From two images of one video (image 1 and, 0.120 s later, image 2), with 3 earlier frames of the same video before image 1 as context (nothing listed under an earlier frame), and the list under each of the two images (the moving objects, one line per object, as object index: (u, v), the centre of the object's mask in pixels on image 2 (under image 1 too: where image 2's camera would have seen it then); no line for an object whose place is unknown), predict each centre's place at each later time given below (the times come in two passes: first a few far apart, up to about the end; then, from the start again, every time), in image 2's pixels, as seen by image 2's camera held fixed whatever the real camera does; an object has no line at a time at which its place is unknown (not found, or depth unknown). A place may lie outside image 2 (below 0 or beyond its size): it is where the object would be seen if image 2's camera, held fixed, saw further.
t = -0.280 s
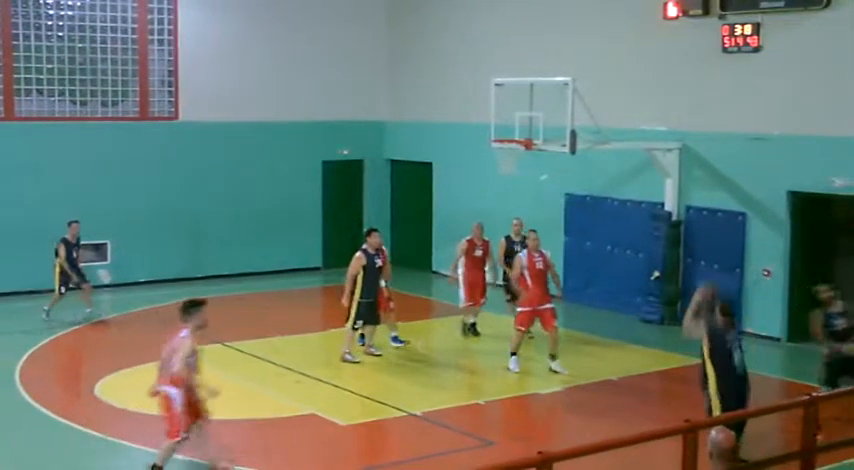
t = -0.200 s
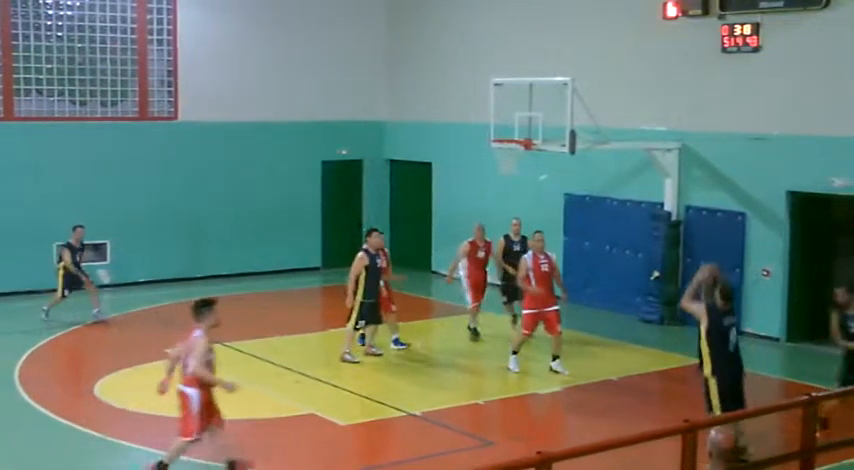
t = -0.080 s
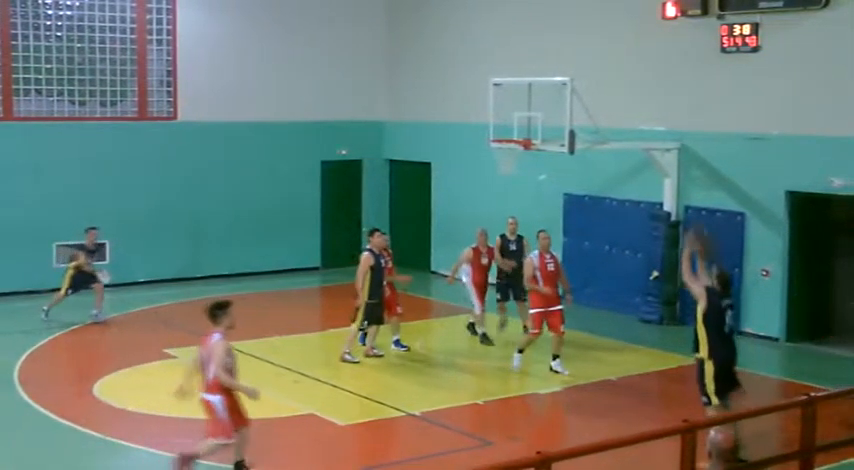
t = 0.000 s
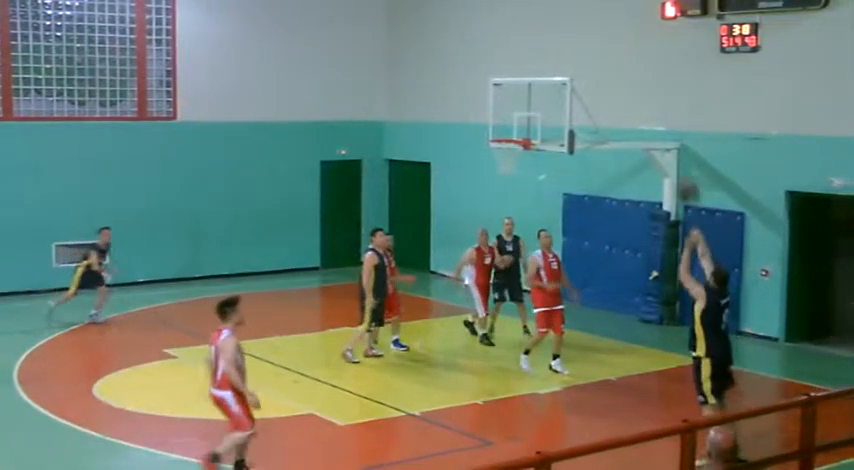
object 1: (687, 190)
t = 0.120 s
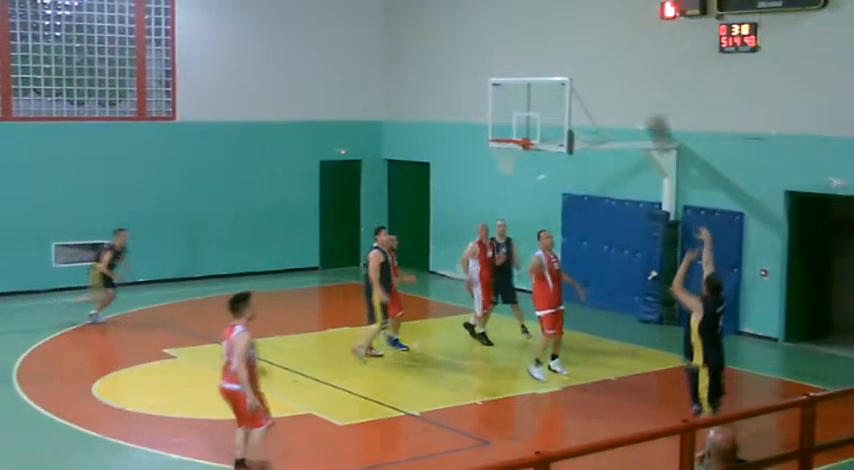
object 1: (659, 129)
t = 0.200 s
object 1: (642, 100)
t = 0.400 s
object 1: (604, 55)
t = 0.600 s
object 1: (570, 47)
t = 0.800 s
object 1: (539, 69)
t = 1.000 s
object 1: (513, 116)
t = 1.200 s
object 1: (496, 111)
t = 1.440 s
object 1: (482, 97)
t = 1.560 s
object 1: (475, 105)
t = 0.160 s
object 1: (649, 113)
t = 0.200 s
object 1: (642, 100)
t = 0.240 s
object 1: (635, 89)
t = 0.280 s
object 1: (627, 77)
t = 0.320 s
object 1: (619, 69)
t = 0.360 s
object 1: (611, 61)
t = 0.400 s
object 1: (604, 55)
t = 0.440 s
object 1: (597, 51)
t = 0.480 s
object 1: (590, 48)
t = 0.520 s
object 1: (583, 47)
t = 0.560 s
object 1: (577, 47)
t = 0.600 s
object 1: (570, 47)
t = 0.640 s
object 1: (564, 50)
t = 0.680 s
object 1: (557, 53)
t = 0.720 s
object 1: (551, 58)
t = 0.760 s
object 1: (546, 63)
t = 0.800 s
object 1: (539, 69)
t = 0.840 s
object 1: (535, 76)
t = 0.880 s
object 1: (529, 85)
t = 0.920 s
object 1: (523, 94)
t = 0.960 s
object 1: (517, 106)
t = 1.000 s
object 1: (513, 116)
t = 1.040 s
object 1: (508, 126)
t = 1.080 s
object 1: (504, 130)
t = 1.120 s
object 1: (501, 123)
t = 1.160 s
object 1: (499, 116)
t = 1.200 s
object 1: (496, 111)
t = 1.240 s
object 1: (494, 106)
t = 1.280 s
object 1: (492, 102)
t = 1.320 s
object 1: (489, 99)
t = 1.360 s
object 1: (487, 97)
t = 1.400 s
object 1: (484, 96)
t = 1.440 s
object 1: (482, 97)
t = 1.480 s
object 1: (480, 98)
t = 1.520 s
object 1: (478, 101)
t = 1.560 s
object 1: (475, 105)
